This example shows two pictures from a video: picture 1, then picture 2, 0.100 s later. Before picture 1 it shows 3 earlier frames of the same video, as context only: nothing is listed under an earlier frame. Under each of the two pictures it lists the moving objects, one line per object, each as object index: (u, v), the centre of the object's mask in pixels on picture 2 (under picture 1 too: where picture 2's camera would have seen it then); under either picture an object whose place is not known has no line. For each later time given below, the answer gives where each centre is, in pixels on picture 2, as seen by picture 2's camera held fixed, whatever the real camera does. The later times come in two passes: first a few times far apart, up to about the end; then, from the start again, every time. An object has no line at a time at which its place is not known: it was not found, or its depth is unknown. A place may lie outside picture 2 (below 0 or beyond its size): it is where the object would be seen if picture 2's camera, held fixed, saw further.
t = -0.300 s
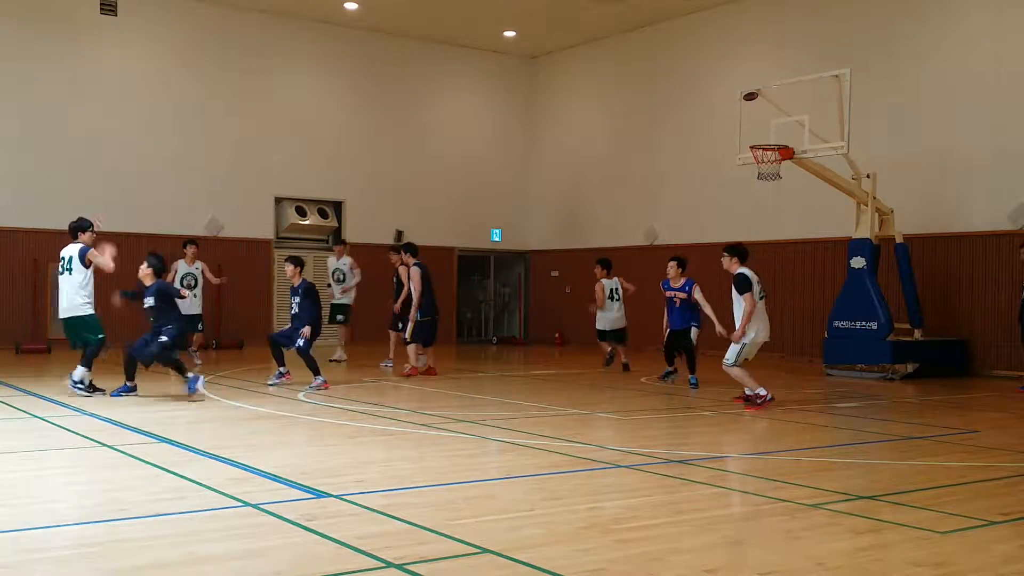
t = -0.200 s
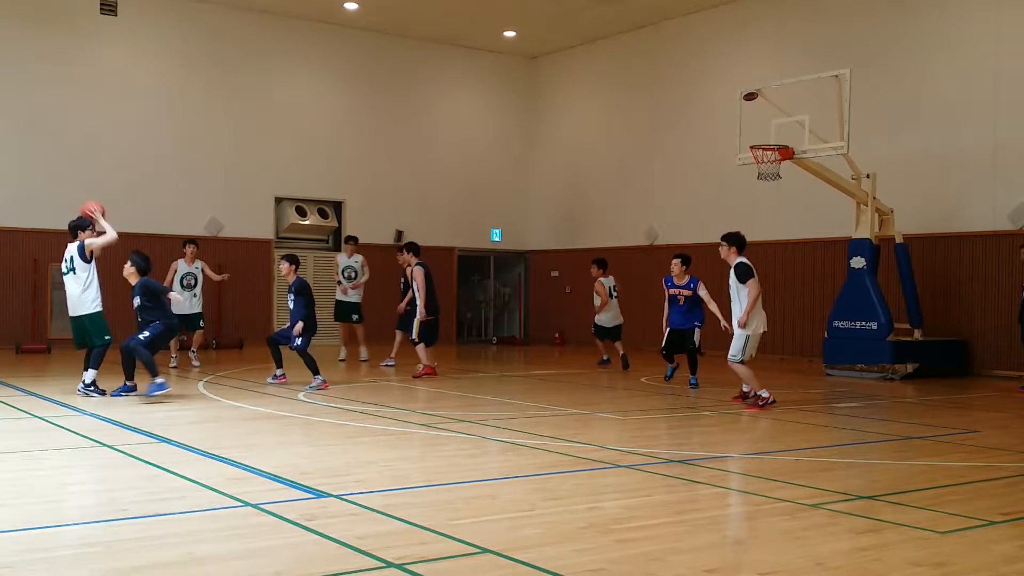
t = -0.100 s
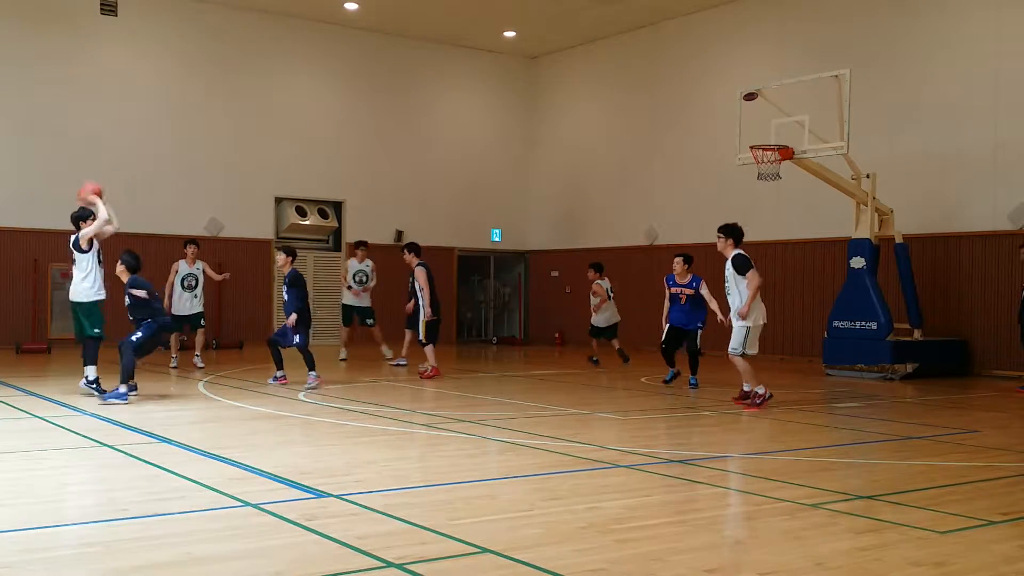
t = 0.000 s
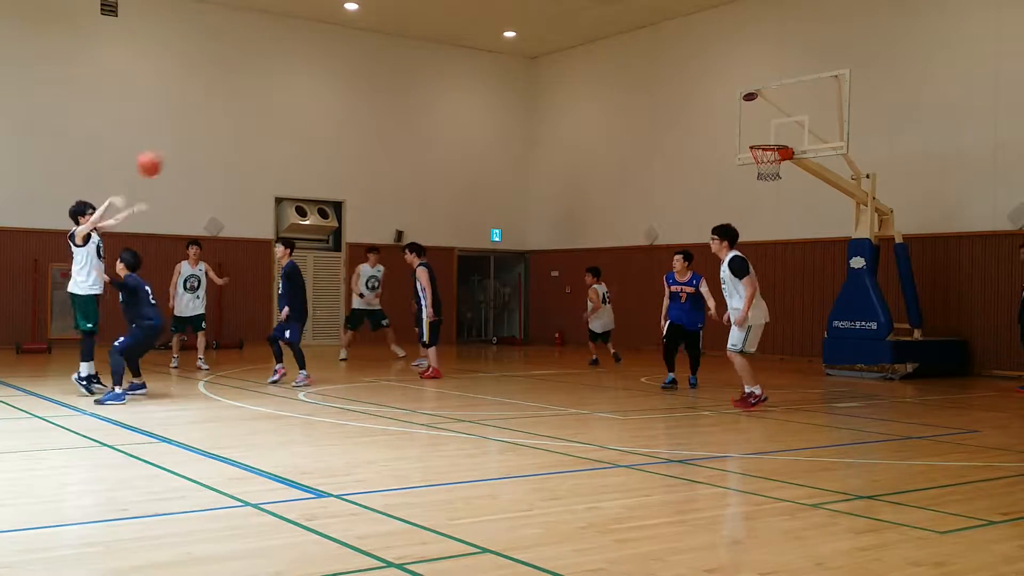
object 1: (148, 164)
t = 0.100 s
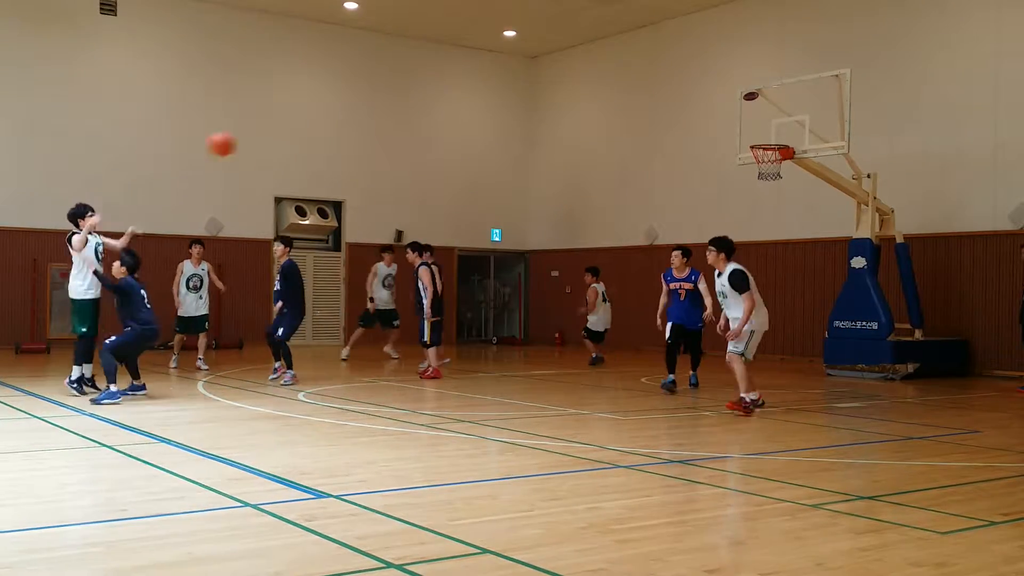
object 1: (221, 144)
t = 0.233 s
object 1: (323, 133)
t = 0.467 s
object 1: (517, 160)
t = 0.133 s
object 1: (246, 140)
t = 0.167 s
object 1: (272, 136)
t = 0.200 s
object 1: (297, 134)
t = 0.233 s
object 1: (323, 133)
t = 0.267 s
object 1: (352, 133)
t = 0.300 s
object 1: (378, 135)
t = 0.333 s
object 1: (404, 137)
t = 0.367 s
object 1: (432, 141)
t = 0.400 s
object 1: (460, 147)
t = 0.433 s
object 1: (488, 152)
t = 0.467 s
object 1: (517, 160)
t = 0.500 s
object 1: (548, 168)
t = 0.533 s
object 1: (580, 181)
